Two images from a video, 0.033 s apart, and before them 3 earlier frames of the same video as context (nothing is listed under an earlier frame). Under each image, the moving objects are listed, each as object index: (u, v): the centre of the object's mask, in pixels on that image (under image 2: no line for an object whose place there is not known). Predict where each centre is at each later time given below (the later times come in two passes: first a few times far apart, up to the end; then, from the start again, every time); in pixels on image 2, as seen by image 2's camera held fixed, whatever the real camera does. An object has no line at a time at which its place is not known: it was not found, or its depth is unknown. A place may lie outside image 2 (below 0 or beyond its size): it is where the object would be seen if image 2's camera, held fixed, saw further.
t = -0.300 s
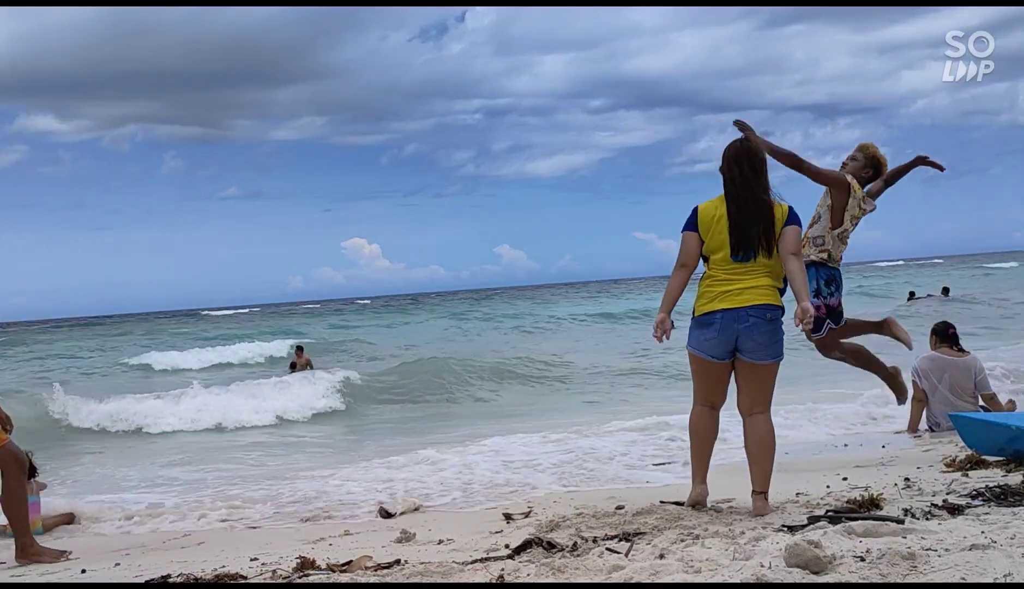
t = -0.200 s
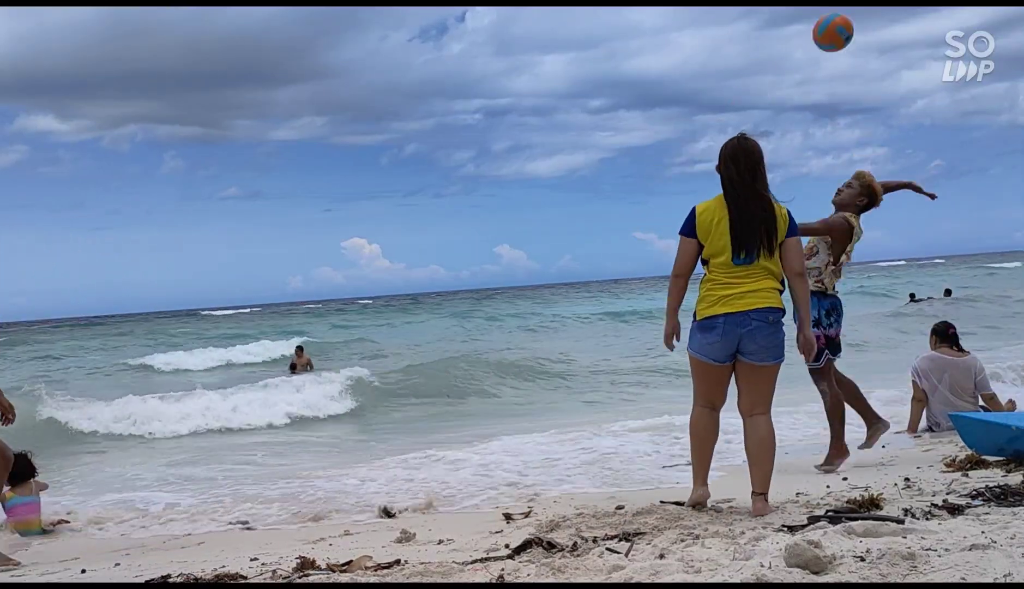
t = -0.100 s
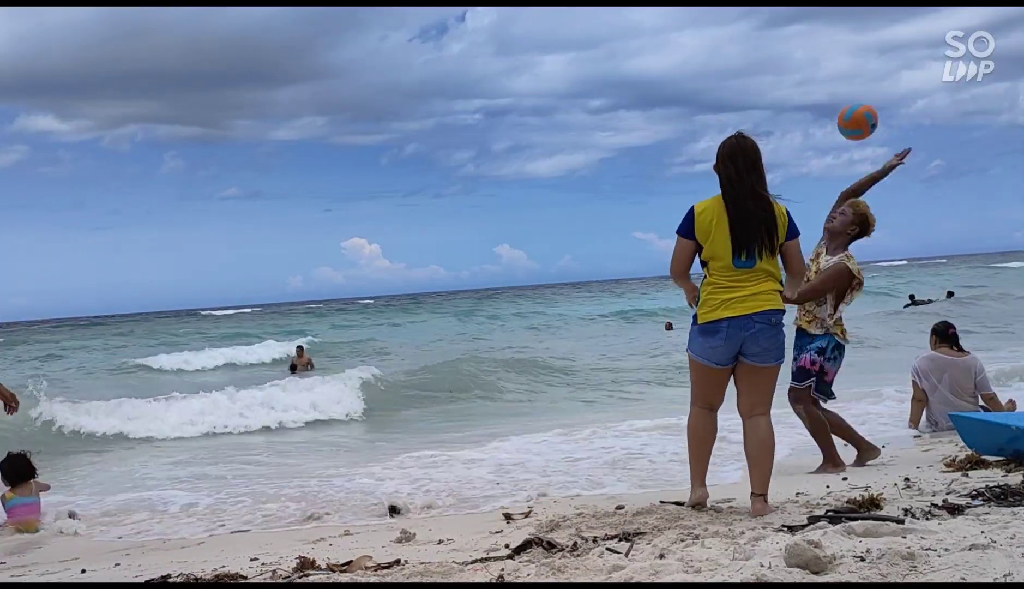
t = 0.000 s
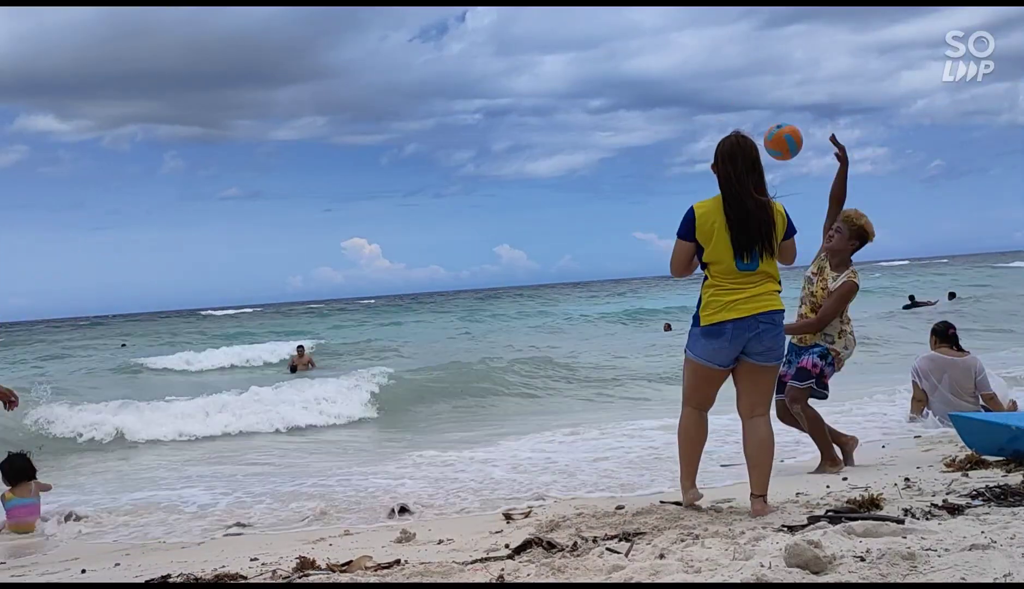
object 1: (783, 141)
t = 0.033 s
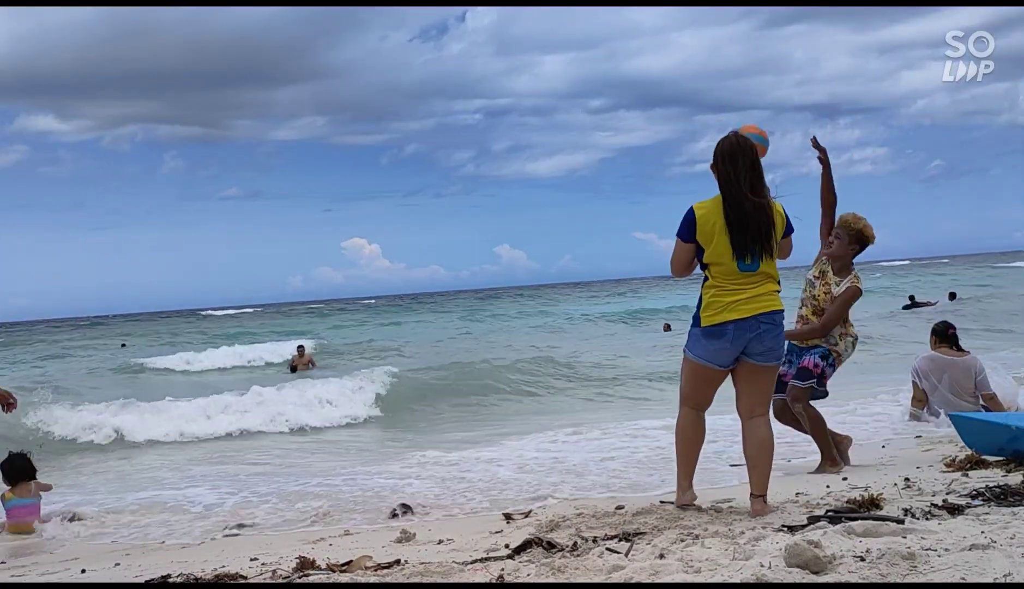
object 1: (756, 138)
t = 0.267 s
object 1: (540, 218)
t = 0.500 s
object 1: (368, 385)
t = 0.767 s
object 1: (249, 502)
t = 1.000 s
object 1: (234, 502)
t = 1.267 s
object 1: (229, 503)
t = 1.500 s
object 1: (230, 502)
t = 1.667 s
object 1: (233, 500)
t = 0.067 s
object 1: (709, 144)
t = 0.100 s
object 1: (685, 154)
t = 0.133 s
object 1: (654, 162)
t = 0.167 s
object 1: (624, 173)
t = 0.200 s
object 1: (595, 186)
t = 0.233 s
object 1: (567, 201)
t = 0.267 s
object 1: (540, 218)
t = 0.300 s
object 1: (514, 236)
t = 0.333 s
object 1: (488, 256)
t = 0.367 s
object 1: (463, 277)
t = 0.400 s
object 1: (438, 301)
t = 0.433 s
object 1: (414, 327)
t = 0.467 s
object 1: (390, 356)
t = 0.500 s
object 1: (368, 385)
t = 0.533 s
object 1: (347, 416)
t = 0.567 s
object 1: (326, 449)
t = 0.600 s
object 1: (305, 483)
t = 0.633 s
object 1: (285, 498)
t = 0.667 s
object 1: (271, 497)
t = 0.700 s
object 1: (259, 499)
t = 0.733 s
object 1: (252, 502)
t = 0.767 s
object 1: (249, 502)
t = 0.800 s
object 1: (245, 502)
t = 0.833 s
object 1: (243, 503)
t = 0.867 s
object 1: (239, 503)
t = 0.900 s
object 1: (237, 503)
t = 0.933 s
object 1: (236, 503)
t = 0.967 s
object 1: (234, 503)
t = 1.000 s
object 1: (234, 502)
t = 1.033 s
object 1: (233, 503)
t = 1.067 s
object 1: (232, 503)
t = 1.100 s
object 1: (232, 503)
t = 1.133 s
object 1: (231, 503)
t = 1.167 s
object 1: (231, 503)
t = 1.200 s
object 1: (230, 503)
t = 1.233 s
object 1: (229, 503)
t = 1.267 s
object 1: (229, 503)
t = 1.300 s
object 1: (228, 503)
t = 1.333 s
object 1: (228, 503)
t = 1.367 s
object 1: (228, 503)
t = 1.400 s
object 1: (228, 503)
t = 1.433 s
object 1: (228, 502)
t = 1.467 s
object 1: (229, 502)
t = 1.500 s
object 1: (230, 502)
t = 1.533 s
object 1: (231, 502)
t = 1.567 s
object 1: (231, 502)
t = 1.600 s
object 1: (232, 502)
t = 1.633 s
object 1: (232, 501)
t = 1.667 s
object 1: (233, 500)
